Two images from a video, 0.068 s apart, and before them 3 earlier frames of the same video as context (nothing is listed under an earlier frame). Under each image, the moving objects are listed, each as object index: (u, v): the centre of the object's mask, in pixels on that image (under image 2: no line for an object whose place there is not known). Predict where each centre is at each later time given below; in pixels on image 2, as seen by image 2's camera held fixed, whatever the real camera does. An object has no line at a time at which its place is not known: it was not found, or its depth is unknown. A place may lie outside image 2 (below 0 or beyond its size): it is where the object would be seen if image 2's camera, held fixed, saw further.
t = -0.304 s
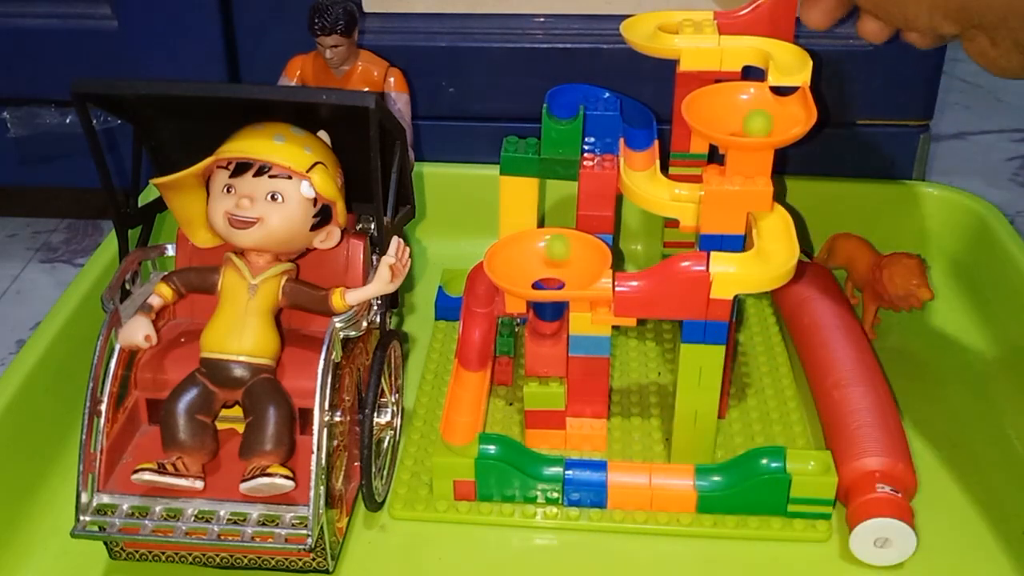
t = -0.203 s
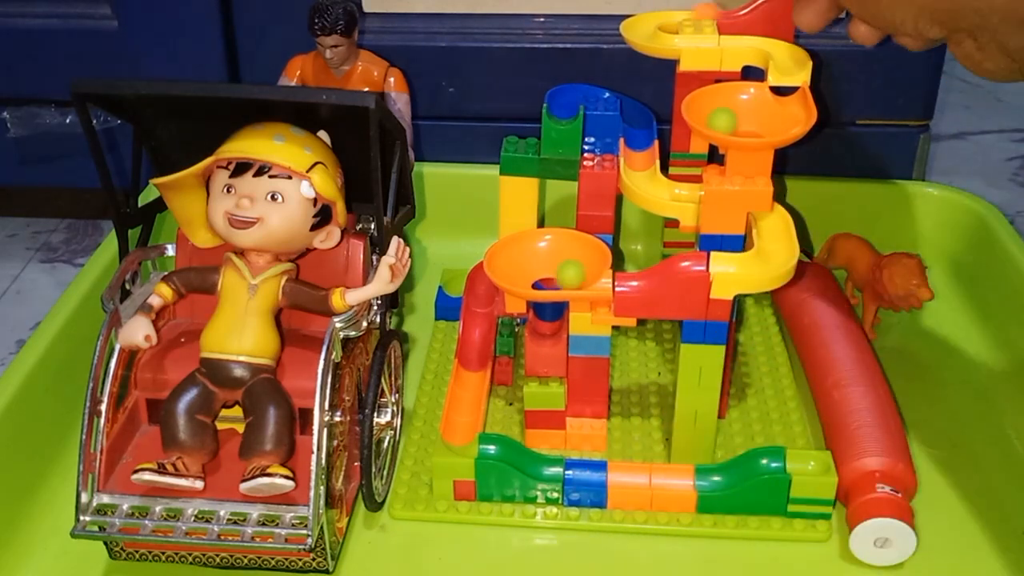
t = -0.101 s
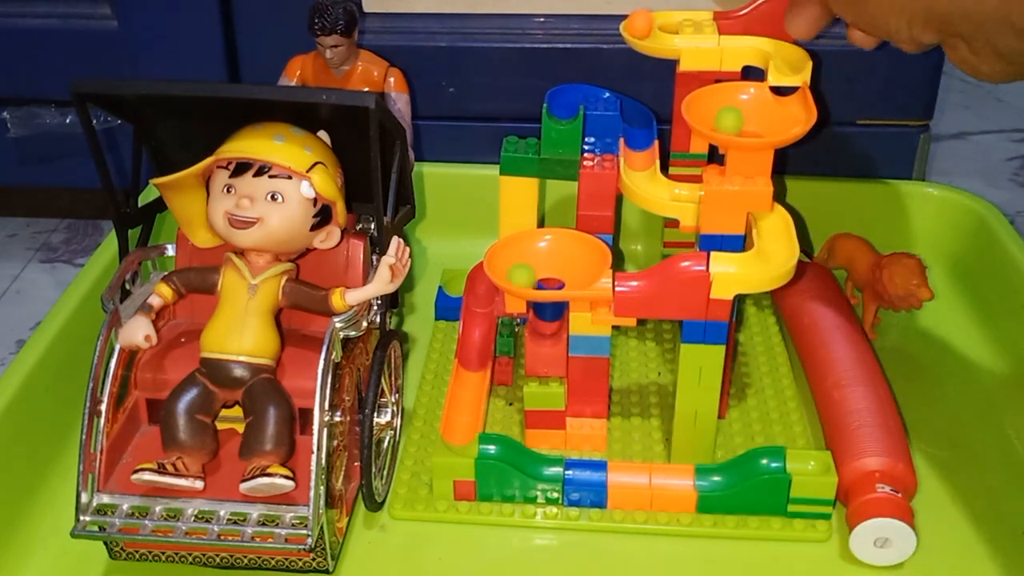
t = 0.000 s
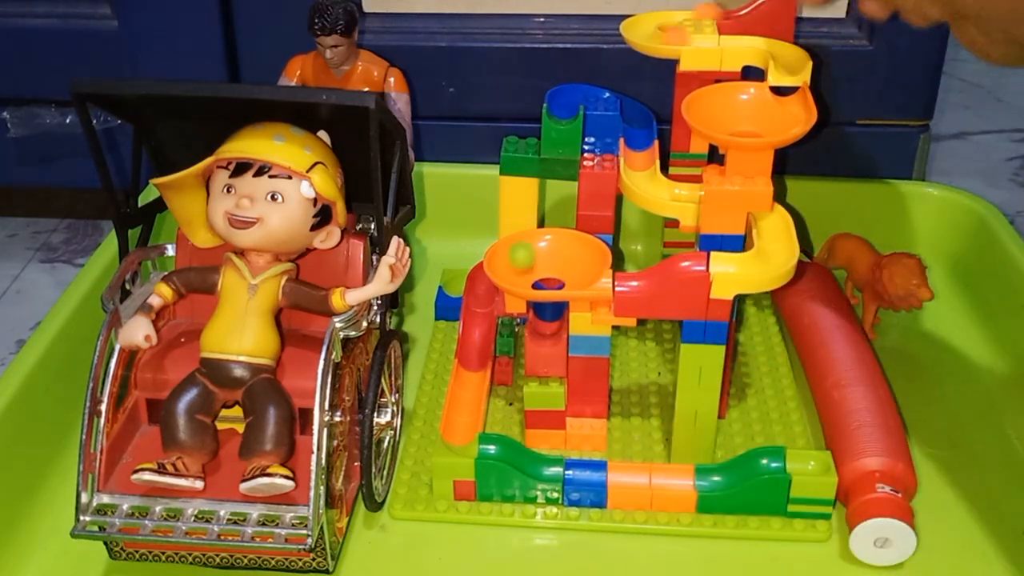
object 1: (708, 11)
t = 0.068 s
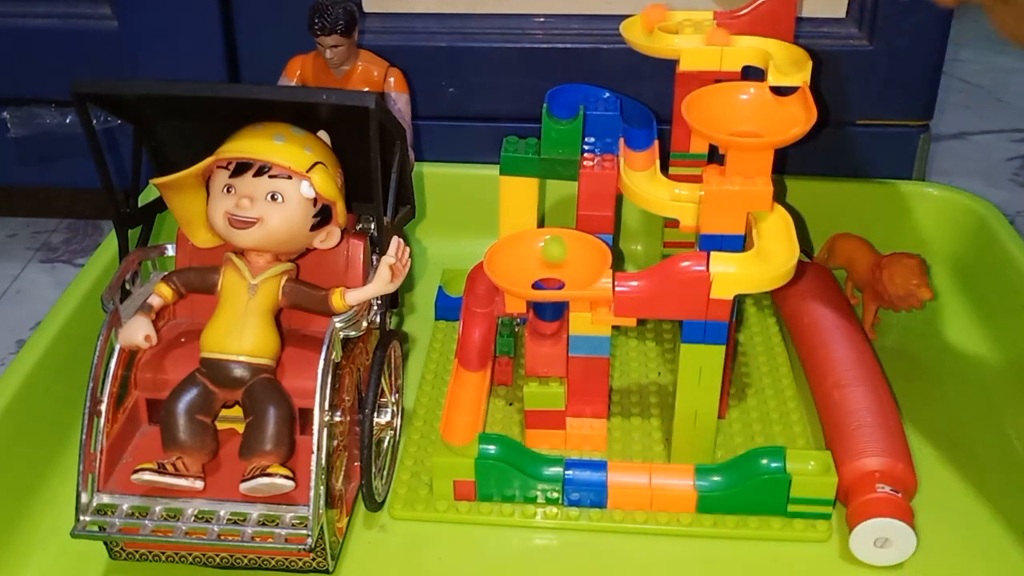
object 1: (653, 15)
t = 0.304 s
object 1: (741, 36)
